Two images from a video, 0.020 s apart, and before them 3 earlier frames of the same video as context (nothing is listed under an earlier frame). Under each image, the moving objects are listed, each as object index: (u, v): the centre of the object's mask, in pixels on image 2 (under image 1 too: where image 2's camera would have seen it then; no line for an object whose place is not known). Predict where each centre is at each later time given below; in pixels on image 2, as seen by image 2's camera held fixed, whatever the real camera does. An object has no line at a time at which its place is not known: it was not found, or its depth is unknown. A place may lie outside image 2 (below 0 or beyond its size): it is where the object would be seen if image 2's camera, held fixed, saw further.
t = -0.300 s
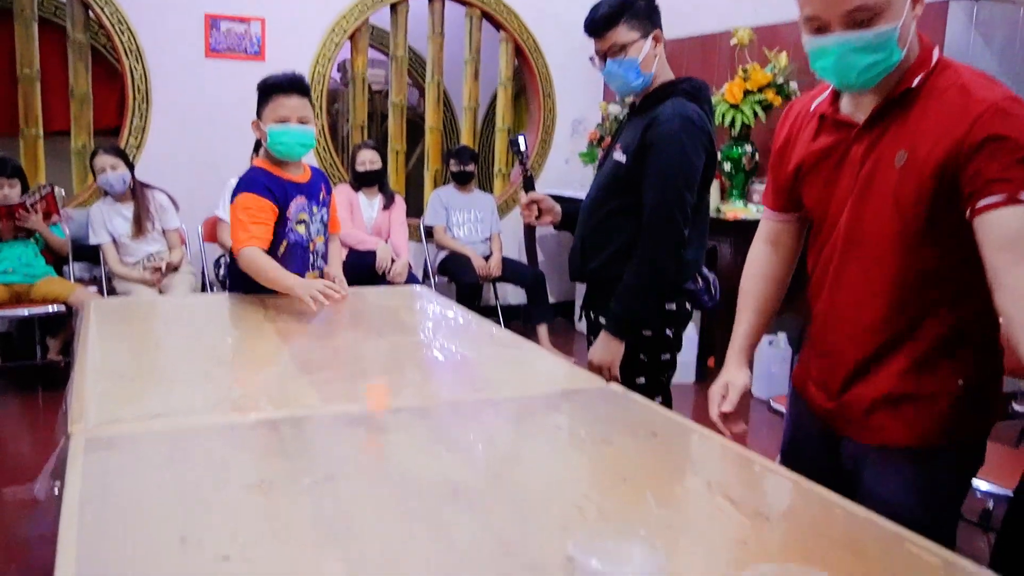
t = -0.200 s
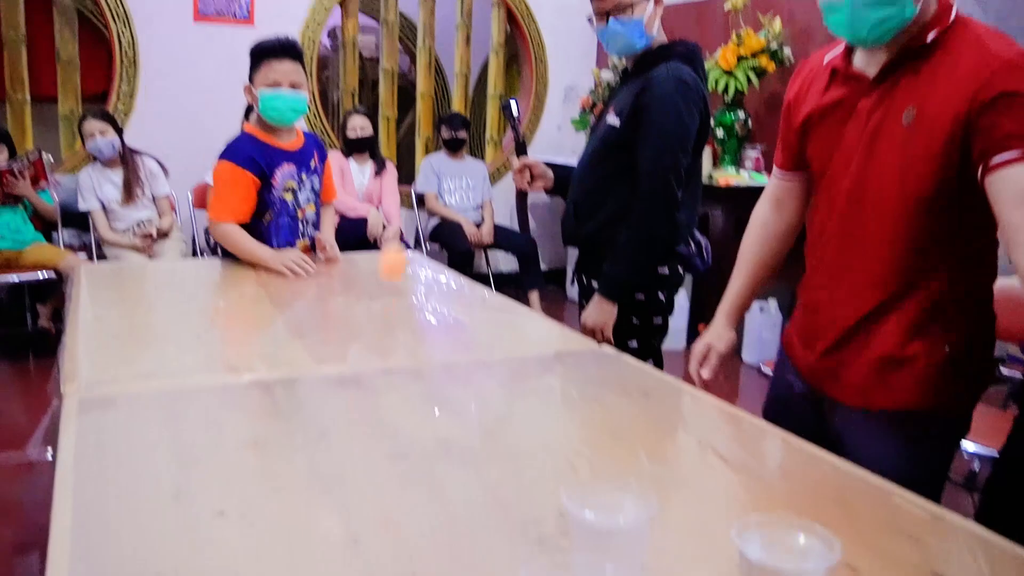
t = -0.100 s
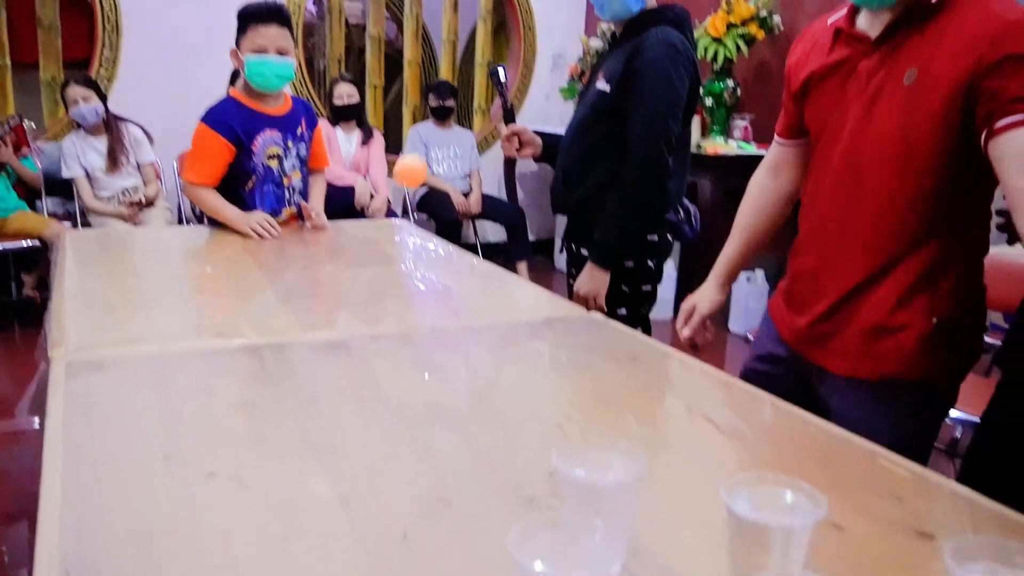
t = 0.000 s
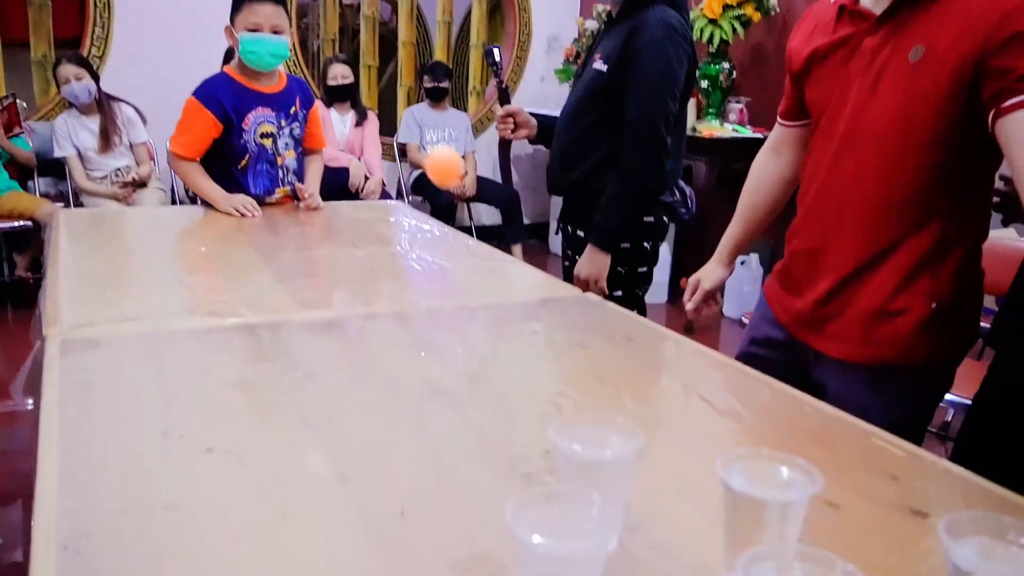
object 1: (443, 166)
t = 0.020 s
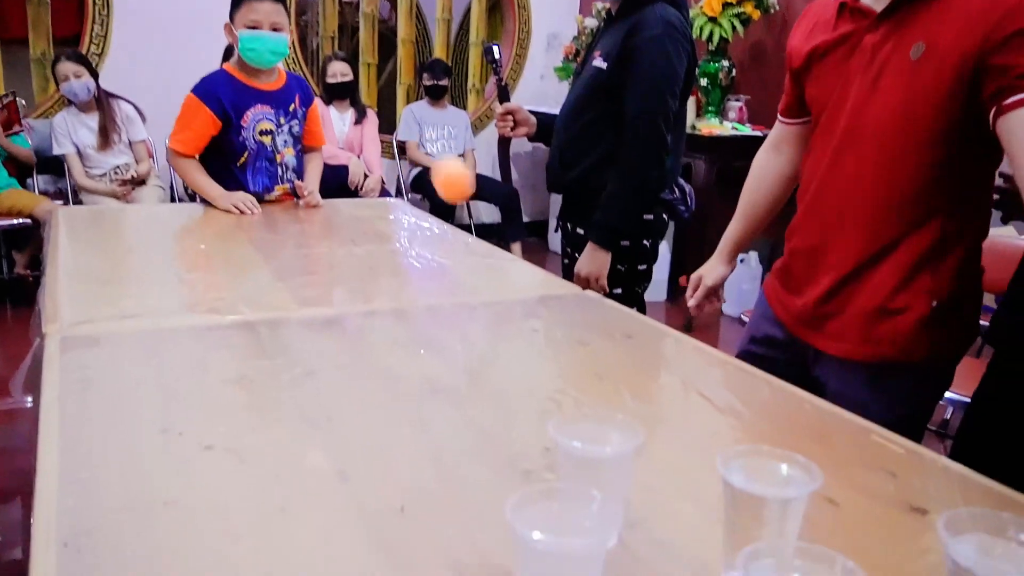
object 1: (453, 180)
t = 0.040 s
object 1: (461, 198)
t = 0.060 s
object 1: (471, 219)
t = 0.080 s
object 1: (482, 252)
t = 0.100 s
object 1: (492, 293)
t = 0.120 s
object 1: (501, 339)
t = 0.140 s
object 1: (512, 387)
